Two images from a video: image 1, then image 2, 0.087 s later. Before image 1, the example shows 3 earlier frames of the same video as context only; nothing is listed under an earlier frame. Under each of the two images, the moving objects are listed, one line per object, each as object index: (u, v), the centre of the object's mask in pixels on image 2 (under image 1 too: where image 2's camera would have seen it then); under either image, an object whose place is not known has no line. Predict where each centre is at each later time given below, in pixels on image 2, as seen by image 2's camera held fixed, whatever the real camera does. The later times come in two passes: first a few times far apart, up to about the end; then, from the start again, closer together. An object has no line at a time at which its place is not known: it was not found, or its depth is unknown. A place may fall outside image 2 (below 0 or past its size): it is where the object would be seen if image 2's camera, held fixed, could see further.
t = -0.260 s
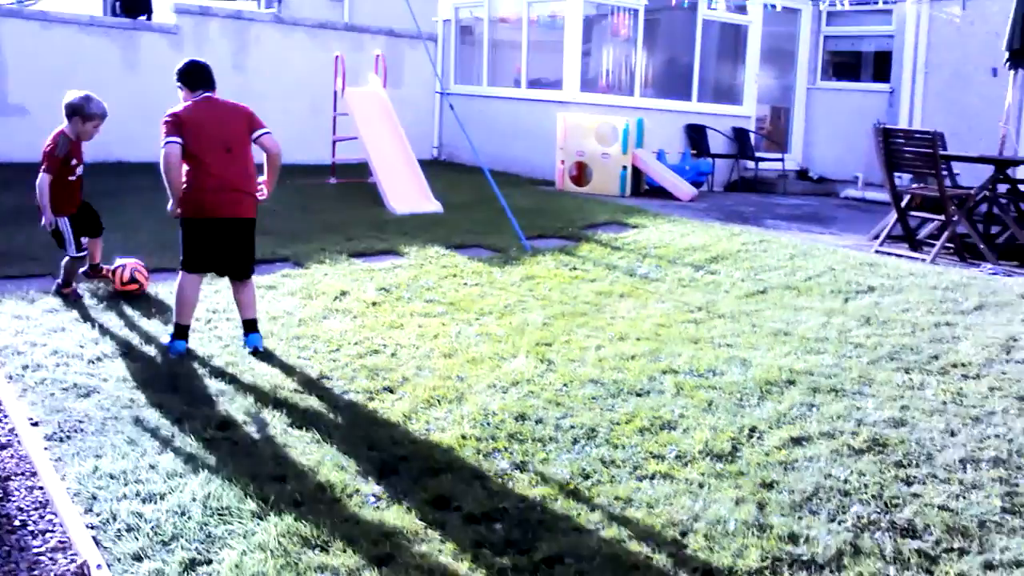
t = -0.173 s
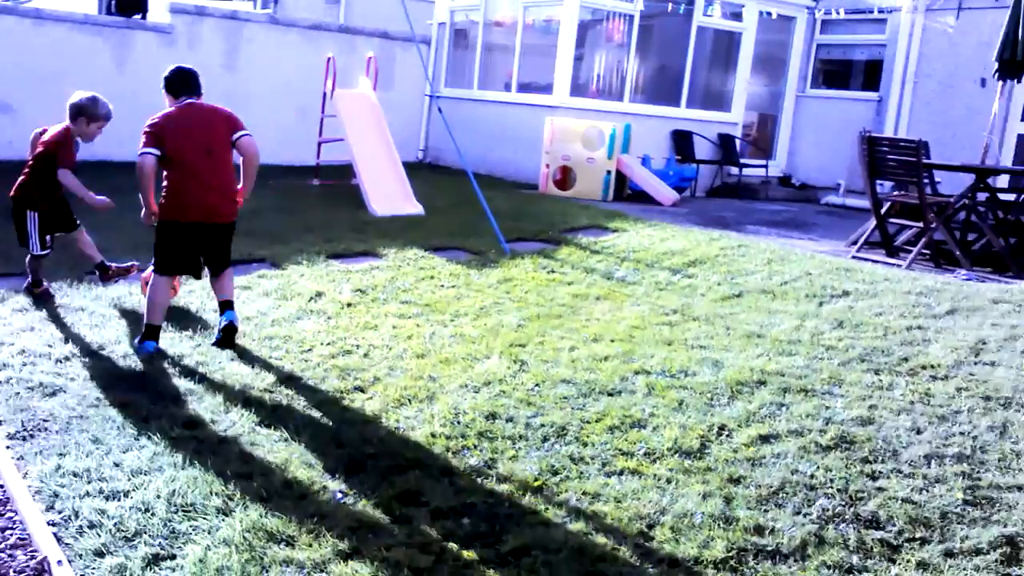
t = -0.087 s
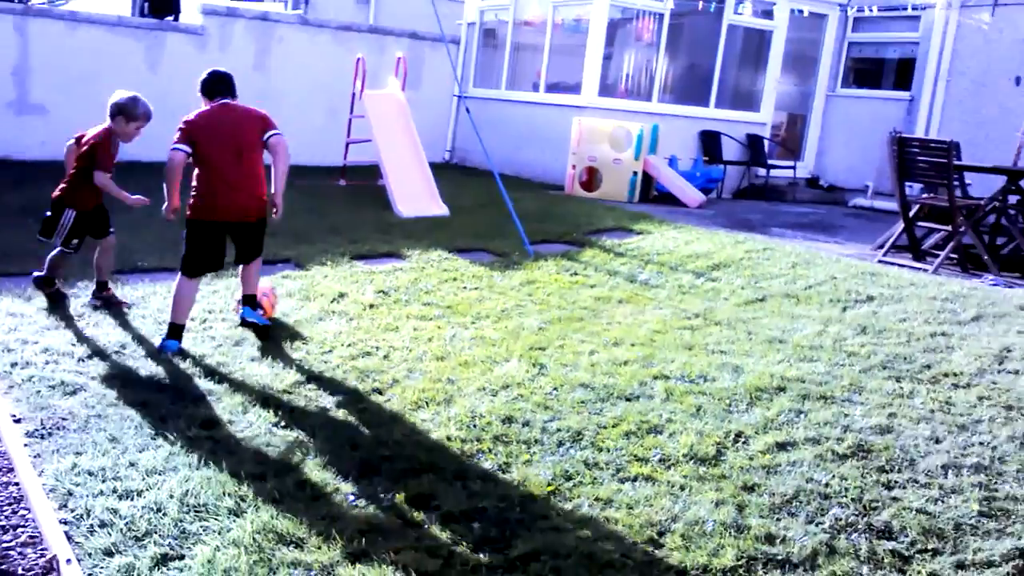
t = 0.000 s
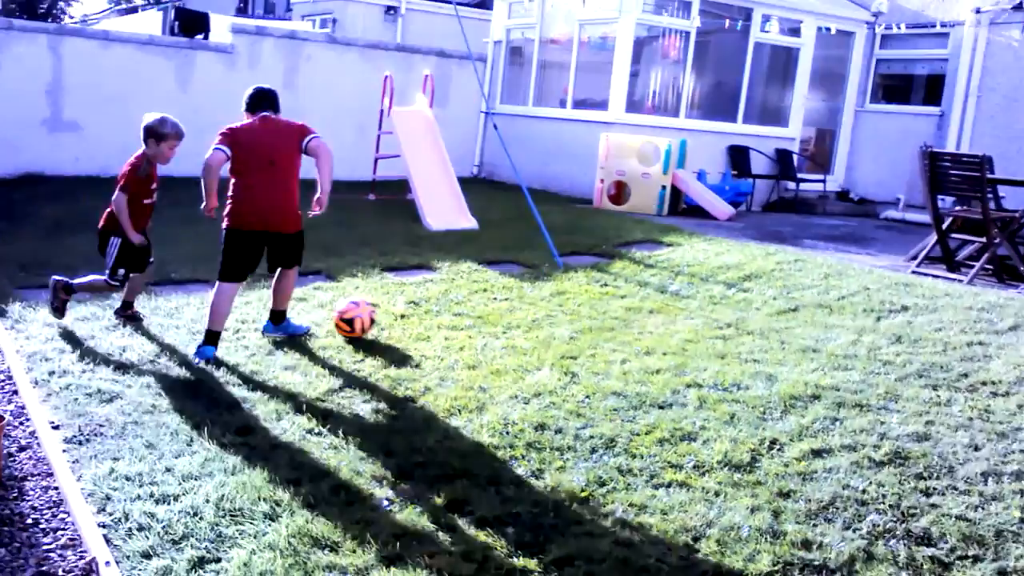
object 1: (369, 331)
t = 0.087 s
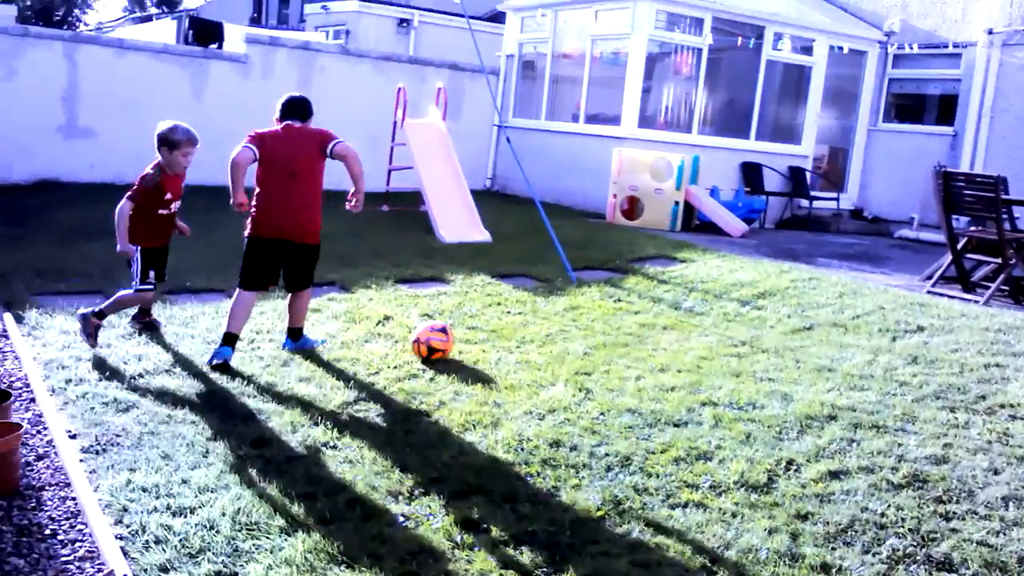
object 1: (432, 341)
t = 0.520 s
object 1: (711, 375)
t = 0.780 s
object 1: (882, 396)
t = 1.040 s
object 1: (1037, 415)
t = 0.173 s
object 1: (489, 347)
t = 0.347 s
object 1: (601, 361)
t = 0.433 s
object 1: (656, 376)
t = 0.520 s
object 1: (711, 375)
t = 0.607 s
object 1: (770, 386)
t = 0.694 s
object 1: (827, 389)
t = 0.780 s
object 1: (882, 396)
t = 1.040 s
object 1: (1037, 415)
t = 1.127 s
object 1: (1094, 420)
